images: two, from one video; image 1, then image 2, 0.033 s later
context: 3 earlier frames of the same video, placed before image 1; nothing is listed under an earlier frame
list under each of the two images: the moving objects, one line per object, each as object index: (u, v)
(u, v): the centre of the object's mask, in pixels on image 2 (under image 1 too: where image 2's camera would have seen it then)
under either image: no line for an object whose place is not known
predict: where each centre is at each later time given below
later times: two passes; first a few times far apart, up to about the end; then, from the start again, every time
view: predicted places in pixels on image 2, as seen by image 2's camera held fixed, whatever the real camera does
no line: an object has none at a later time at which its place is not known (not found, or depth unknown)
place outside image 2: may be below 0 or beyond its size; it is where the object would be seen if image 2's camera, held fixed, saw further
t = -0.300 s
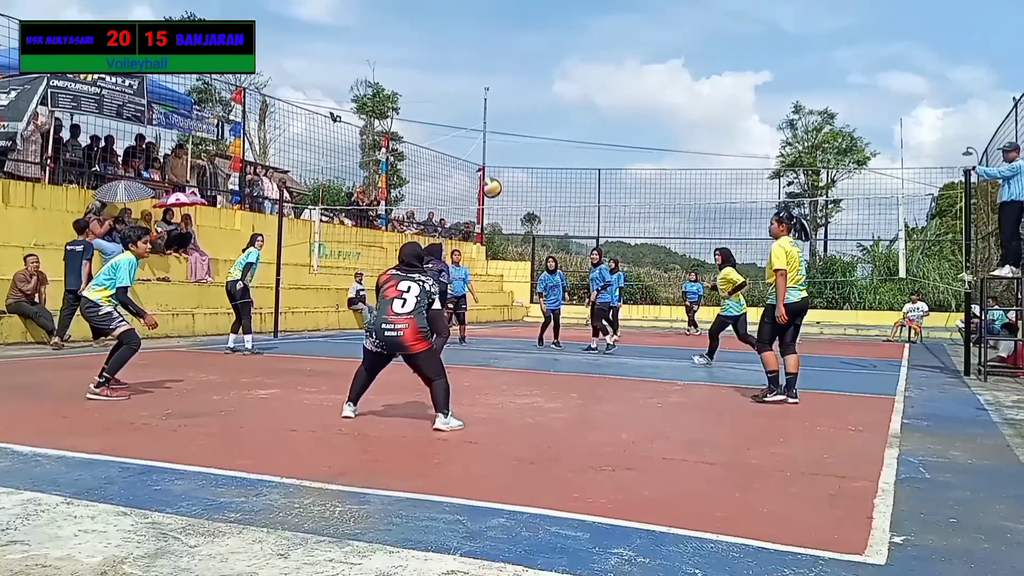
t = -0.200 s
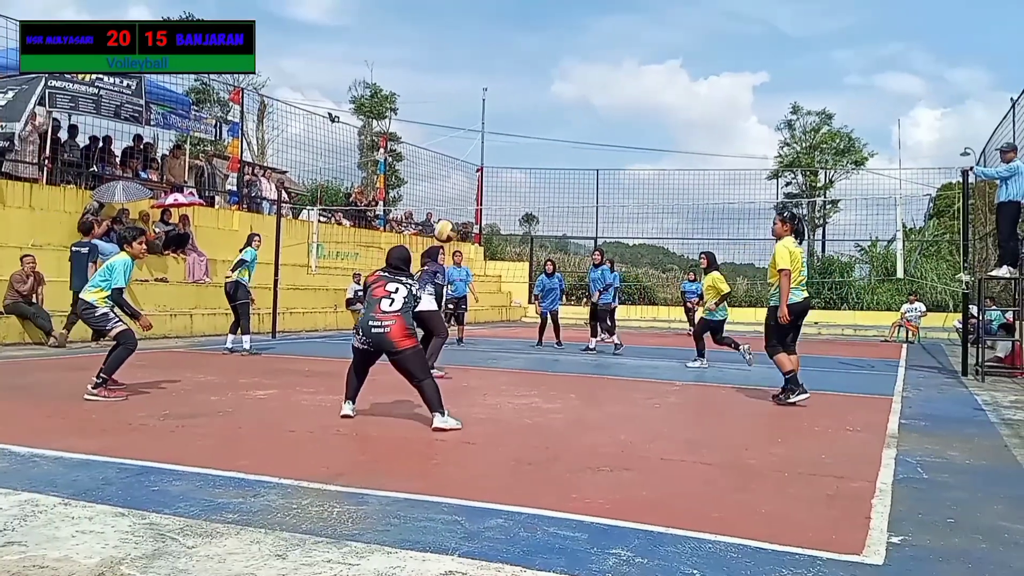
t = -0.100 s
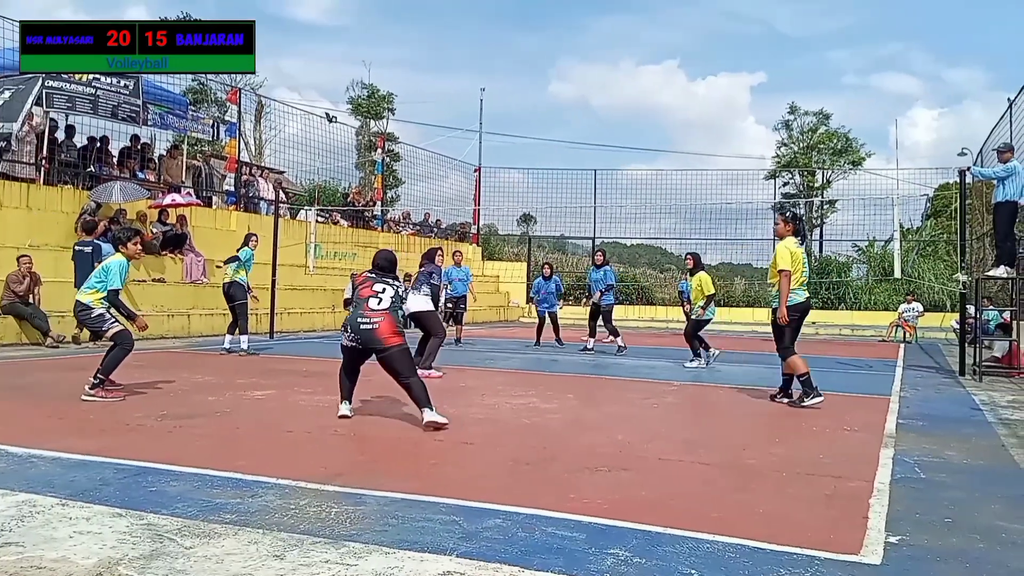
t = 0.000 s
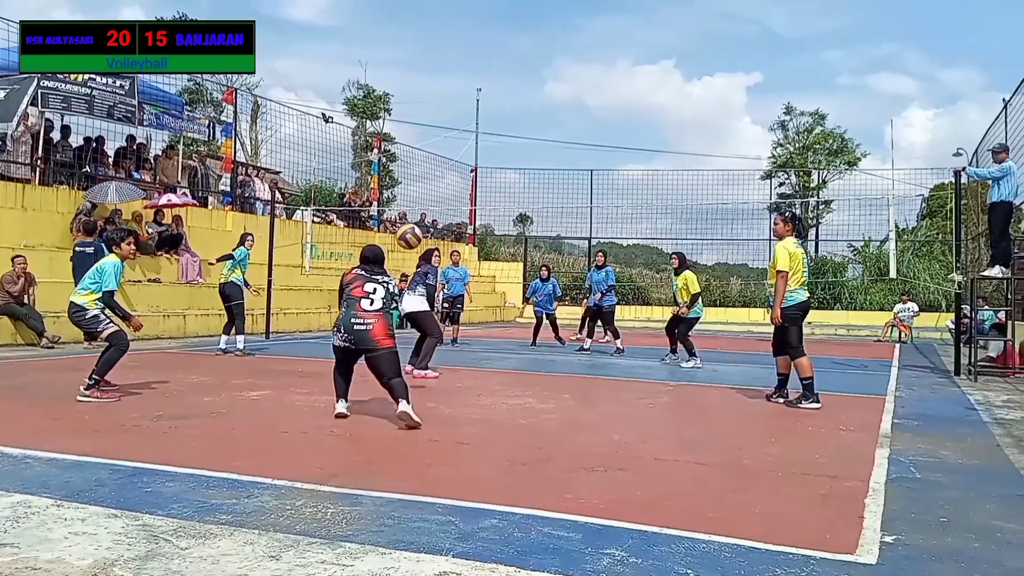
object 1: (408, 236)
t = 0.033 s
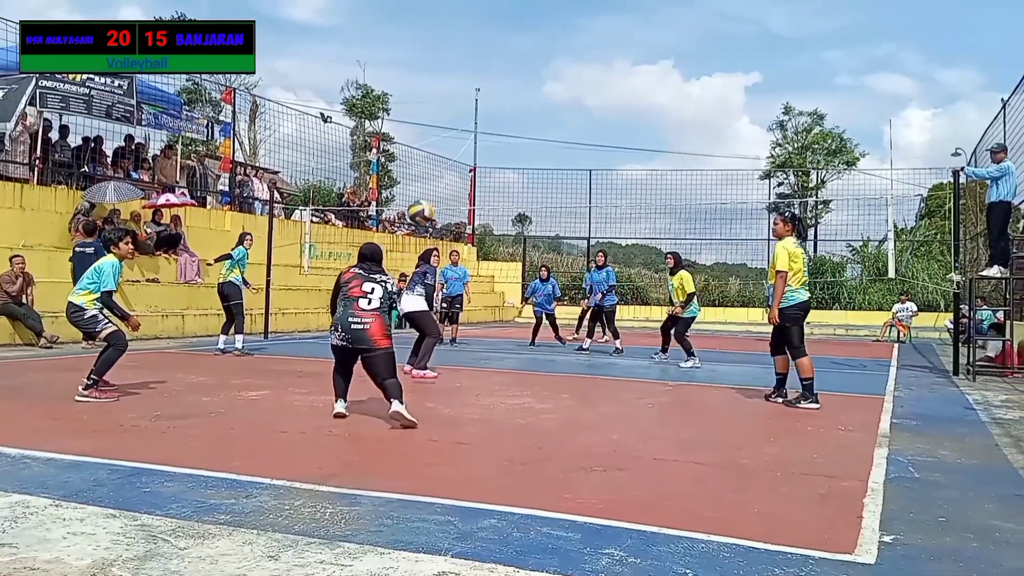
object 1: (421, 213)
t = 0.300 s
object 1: (502, 96)
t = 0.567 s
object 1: (560, 70)
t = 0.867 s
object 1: (610, 109)
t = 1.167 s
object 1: (648, 193)
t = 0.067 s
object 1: (433, 191)
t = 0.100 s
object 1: (444, 172)
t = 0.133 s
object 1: (454, 155)
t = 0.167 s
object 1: (464, 140)
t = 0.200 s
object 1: (474, 126)
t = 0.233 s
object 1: (484, 114)
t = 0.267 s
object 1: (493, 105)
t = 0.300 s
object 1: (502, 96)
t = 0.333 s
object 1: (510, 88)
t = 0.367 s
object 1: (518, 83)
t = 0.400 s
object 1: (526, 78)
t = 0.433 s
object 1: (534, 75)
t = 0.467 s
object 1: (541, 72)
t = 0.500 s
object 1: (548, 71)
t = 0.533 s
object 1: (554, 70)
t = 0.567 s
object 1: (560, 70)
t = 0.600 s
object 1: (567, 72)
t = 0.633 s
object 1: (573, 74)
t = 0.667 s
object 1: (578, 77)
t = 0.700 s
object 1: (584, 80)
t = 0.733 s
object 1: (589, 85)
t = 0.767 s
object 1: (595, 89)
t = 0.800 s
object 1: (600, 95)
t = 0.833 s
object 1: (605, 102)
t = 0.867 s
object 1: (610, 109)
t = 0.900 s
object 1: (614, 115)
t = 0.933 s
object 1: (619, 123)
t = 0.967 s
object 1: (624, 132)
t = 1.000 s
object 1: (628, 141)
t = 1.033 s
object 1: (632, 150)
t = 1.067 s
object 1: (636, 160)
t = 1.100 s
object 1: (641, 171)
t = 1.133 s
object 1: (645, 182)
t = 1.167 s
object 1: (648, 193)
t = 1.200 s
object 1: (652, 204)
